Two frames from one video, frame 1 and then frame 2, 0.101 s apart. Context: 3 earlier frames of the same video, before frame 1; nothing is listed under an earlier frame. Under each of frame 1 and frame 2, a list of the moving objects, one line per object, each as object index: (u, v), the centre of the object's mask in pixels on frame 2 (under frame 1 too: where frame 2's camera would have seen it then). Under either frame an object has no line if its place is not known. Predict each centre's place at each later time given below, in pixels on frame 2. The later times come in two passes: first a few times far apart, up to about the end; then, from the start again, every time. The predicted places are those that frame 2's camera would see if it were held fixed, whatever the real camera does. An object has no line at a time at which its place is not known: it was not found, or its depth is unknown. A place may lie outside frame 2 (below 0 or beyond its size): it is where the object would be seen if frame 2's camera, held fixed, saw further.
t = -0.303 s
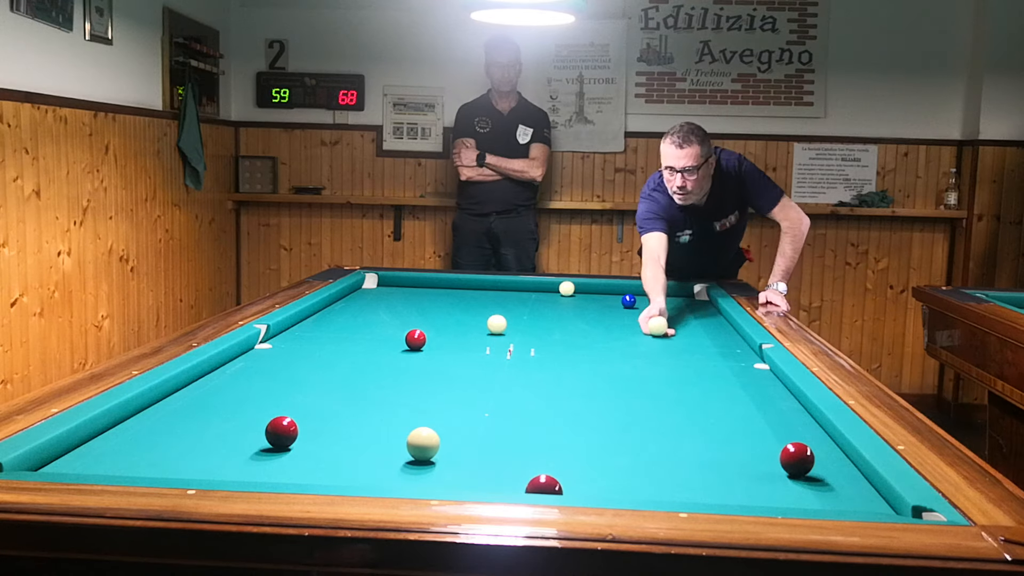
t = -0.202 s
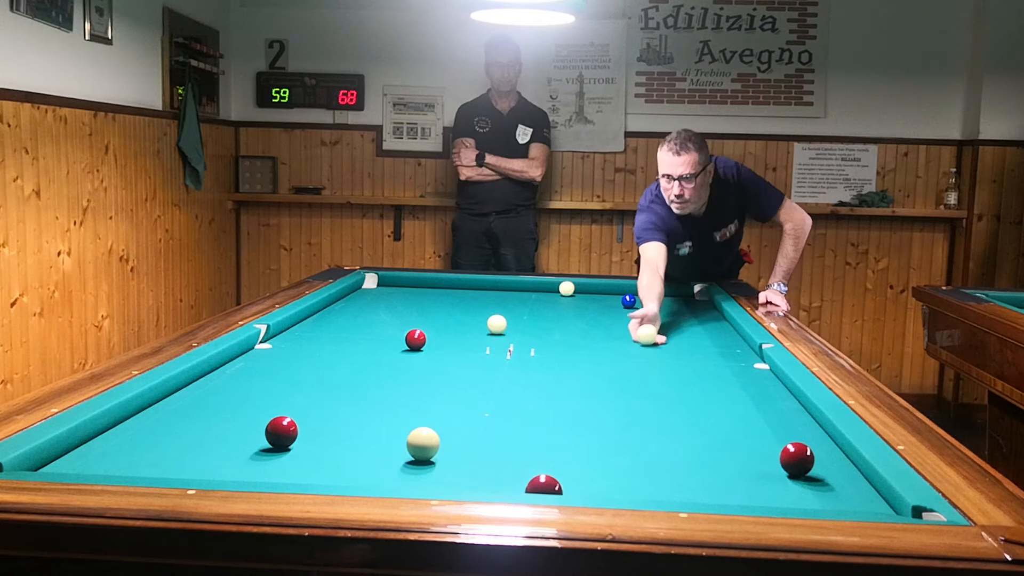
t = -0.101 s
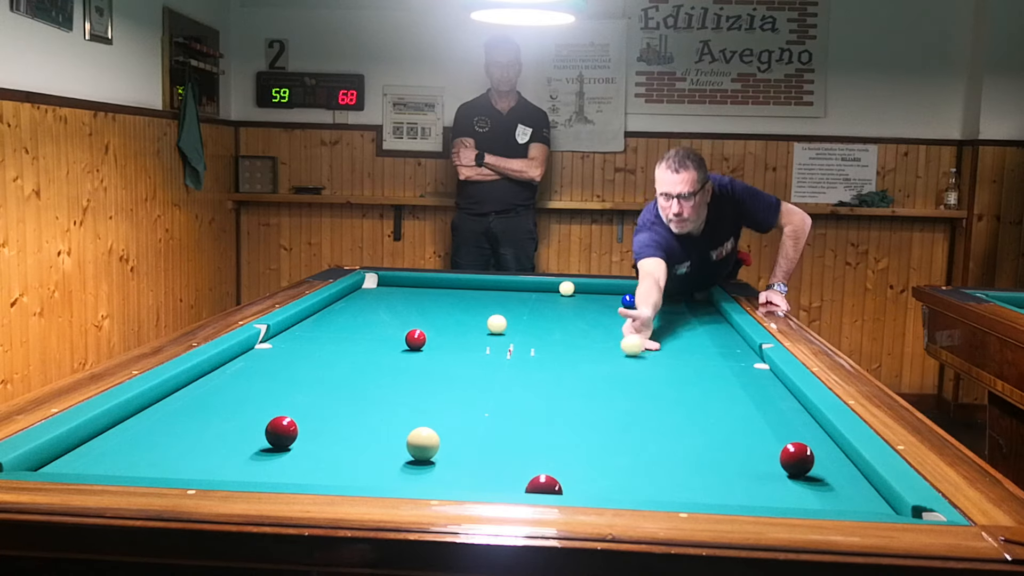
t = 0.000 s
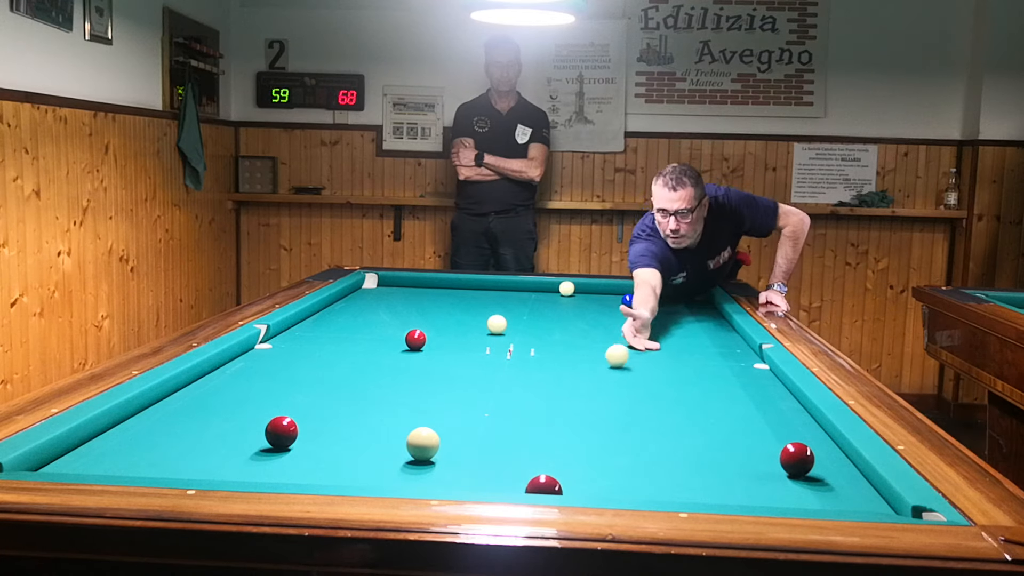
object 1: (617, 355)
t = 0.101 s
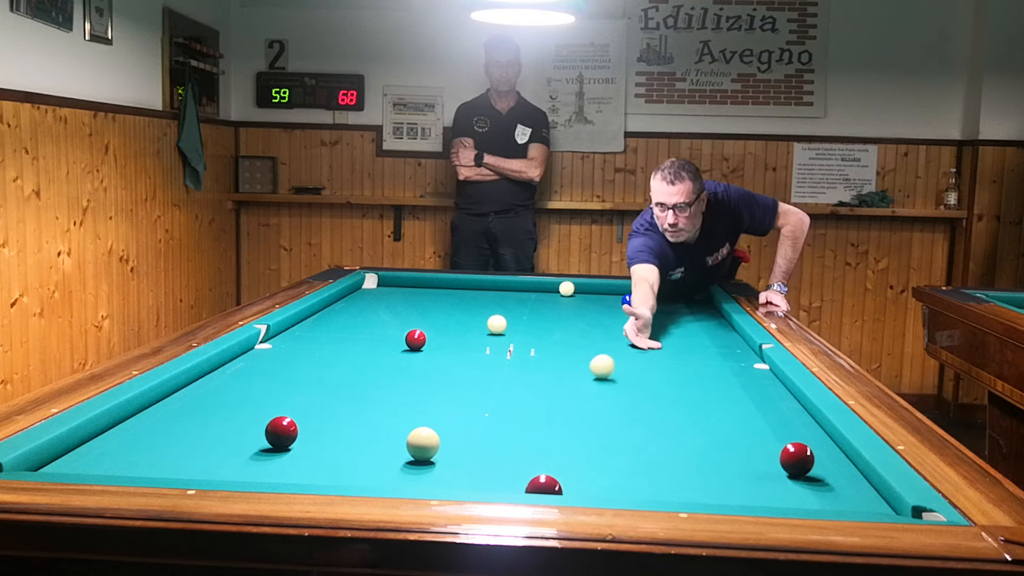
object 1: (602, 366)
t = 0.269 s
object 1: (577, 385)
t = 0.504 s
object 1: (534, 417)
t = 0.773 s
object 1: (467, 468)
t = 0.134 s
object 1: (597, 370)
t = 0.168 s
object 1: (592, 374)
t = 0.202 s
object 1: (587, 377)
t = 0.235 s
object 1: (582, 381)
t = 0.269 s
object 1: (577, 385)
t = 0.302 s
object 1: (571, 389)
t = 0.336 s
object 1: (566, 393)
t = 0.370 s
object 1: (560, 397)
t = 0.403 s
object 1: (554, 402)
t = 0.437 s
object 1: (547, 407)
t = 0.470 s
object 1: (540, 412)
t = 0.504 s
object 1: (534, 417)
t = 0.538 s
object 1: (527, 422)
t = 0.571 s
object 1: (519, 428)
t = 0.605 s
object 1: (511, 434)
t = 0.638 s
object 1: (503, 440)
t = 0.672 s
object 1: (495, 446)
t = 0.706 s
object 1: (486, 453)
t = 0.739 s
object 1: (477, 460)
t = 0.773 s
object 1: (467, 468)
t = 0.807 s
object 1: (458, 473)
